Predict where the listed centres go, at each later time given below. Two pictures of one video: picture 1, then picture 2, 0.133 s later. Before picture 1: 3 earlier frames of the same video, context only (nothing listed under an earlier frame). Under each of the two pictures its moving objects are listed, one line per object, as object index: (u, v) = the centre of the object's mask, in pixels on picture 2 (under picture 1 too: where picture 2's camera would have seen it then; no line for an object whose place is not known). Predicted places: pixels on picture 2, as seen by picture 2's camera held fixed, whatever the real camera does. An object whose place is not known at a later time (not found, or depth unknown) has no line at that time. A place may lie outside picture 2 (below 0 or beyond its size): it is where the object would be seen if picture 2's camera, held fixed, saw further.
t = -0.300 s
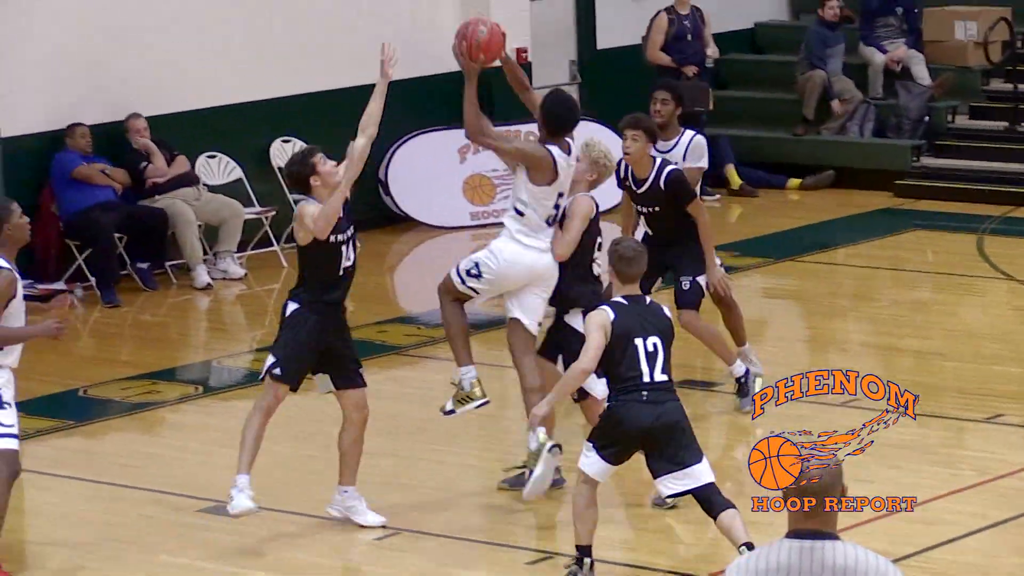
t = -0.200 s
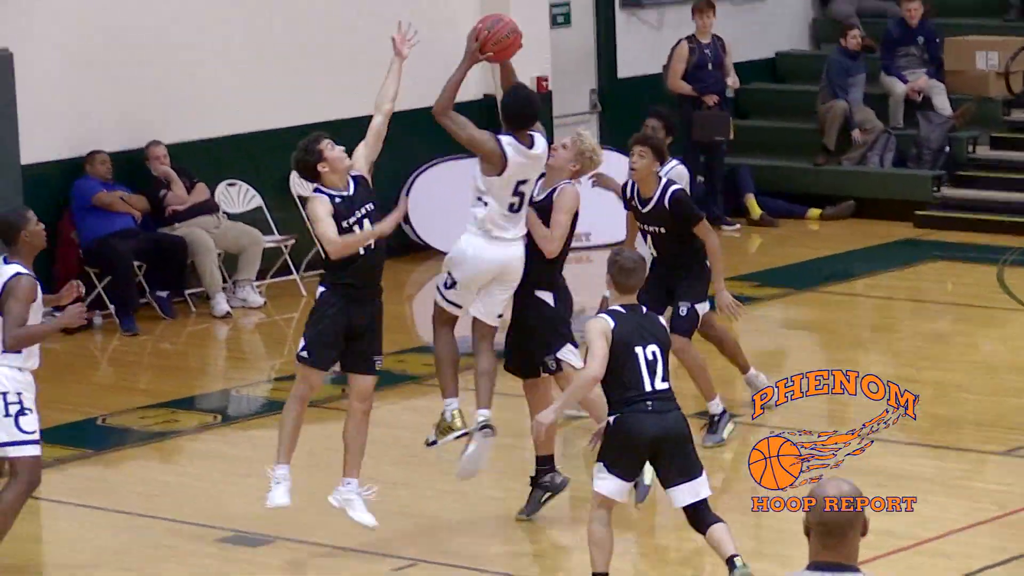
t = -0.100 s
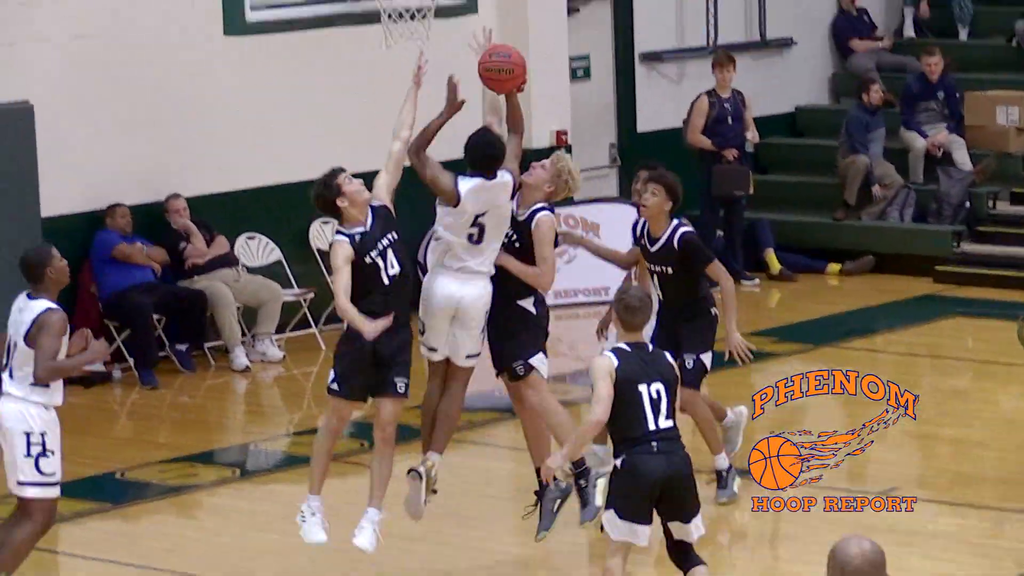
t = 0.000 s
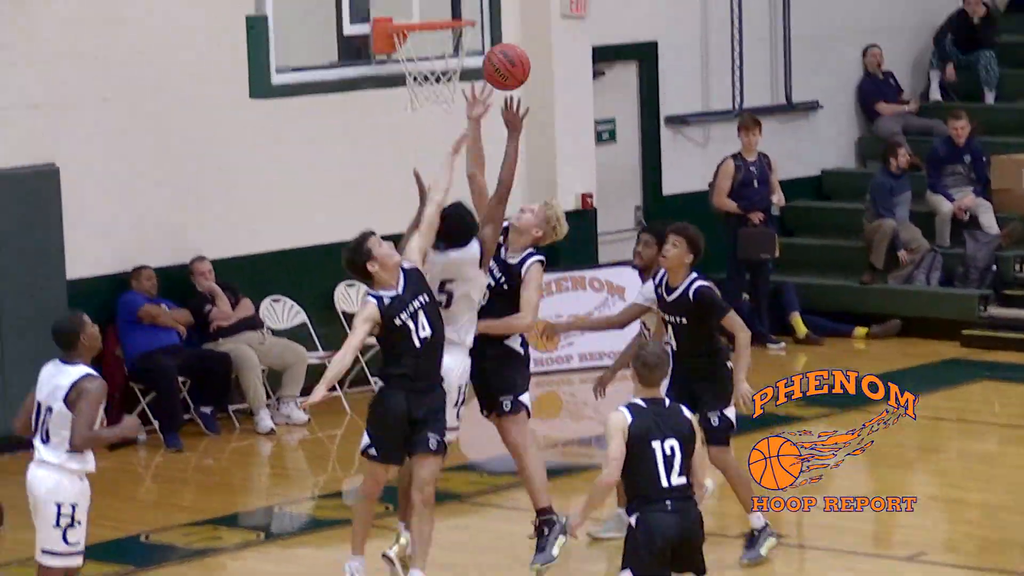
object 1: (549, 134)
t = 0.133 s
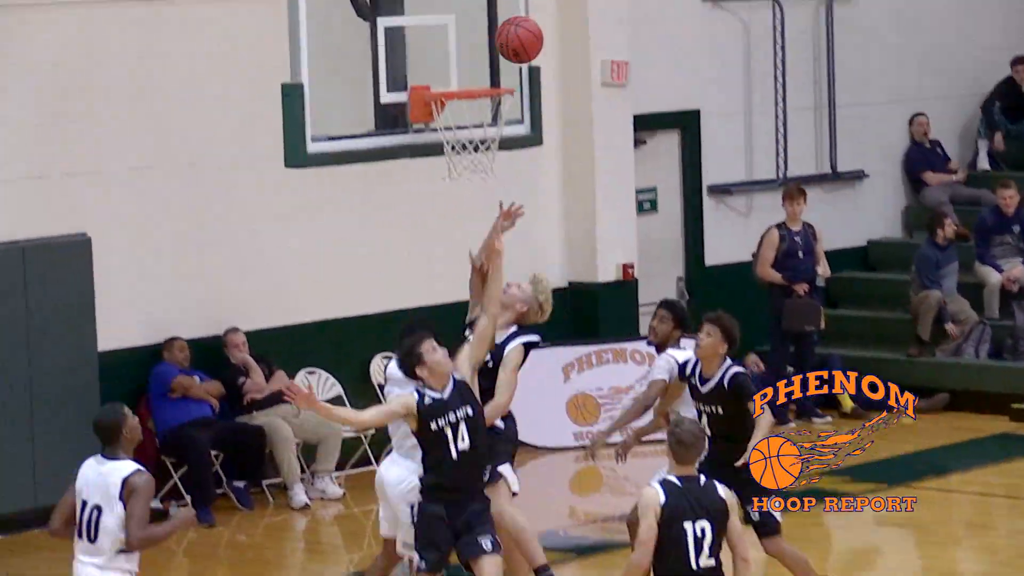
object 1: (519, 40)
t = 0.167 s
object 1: (513, 22)
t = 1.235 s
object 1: (661, 39)
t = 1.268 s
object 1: (673, 52)
